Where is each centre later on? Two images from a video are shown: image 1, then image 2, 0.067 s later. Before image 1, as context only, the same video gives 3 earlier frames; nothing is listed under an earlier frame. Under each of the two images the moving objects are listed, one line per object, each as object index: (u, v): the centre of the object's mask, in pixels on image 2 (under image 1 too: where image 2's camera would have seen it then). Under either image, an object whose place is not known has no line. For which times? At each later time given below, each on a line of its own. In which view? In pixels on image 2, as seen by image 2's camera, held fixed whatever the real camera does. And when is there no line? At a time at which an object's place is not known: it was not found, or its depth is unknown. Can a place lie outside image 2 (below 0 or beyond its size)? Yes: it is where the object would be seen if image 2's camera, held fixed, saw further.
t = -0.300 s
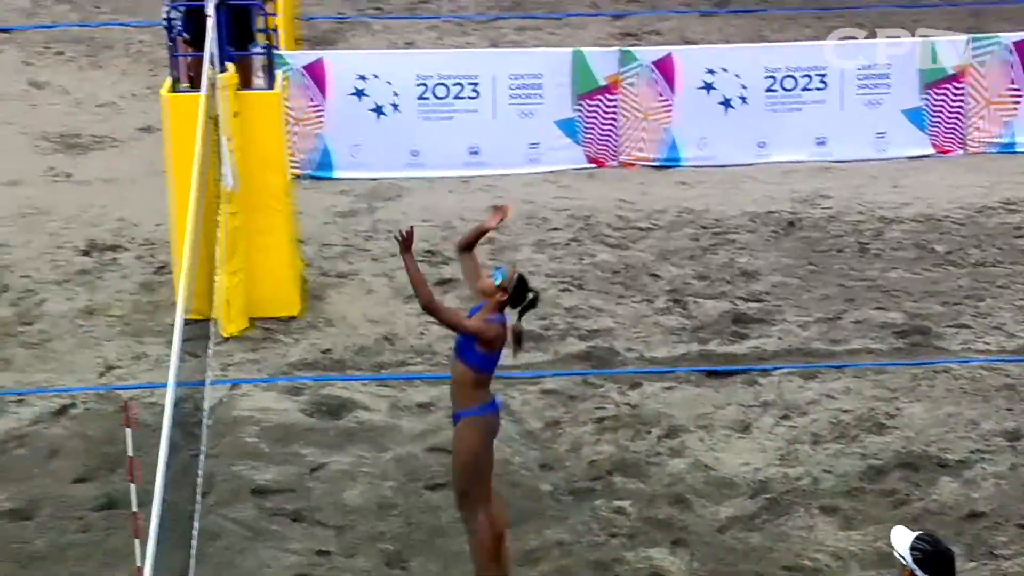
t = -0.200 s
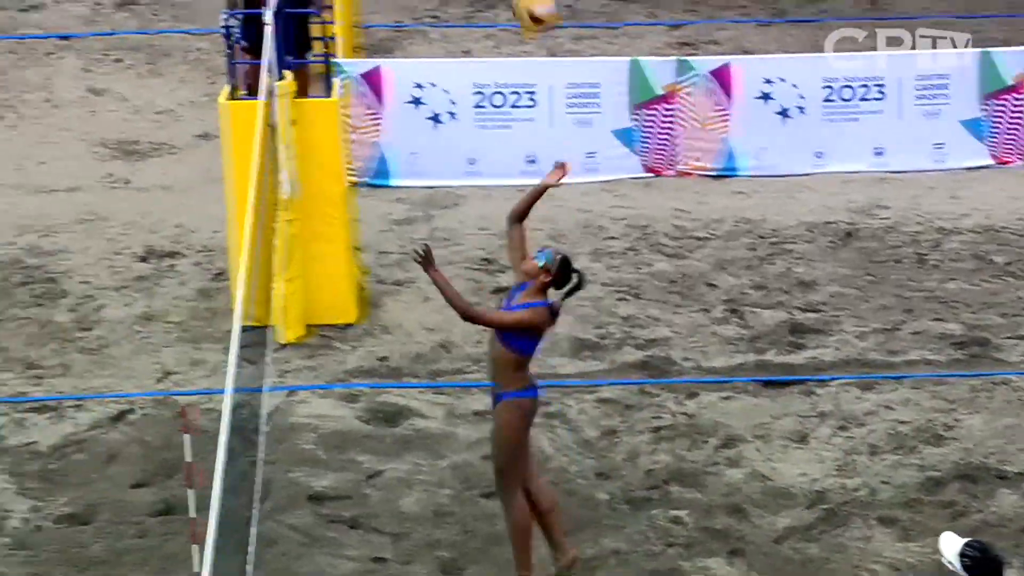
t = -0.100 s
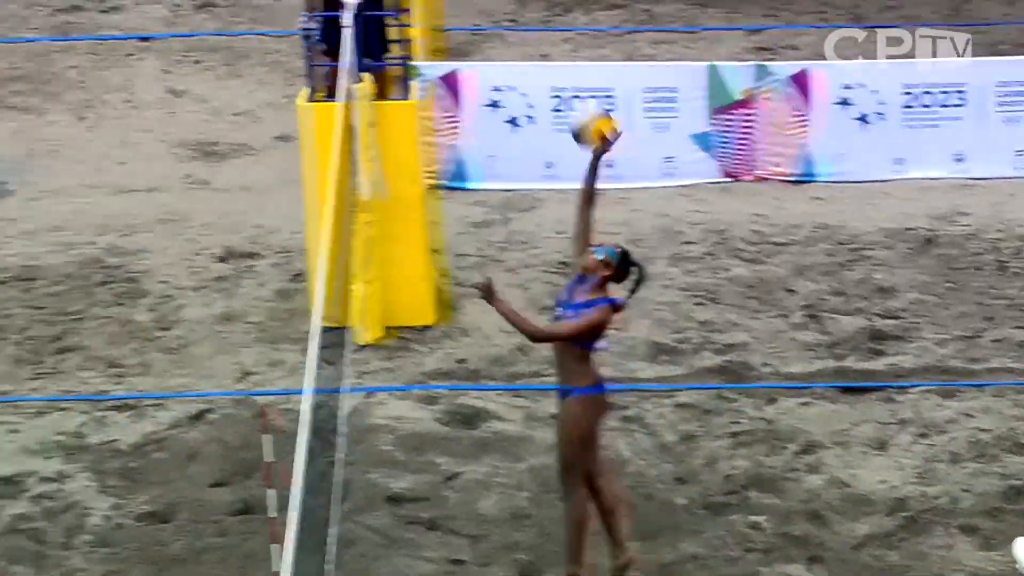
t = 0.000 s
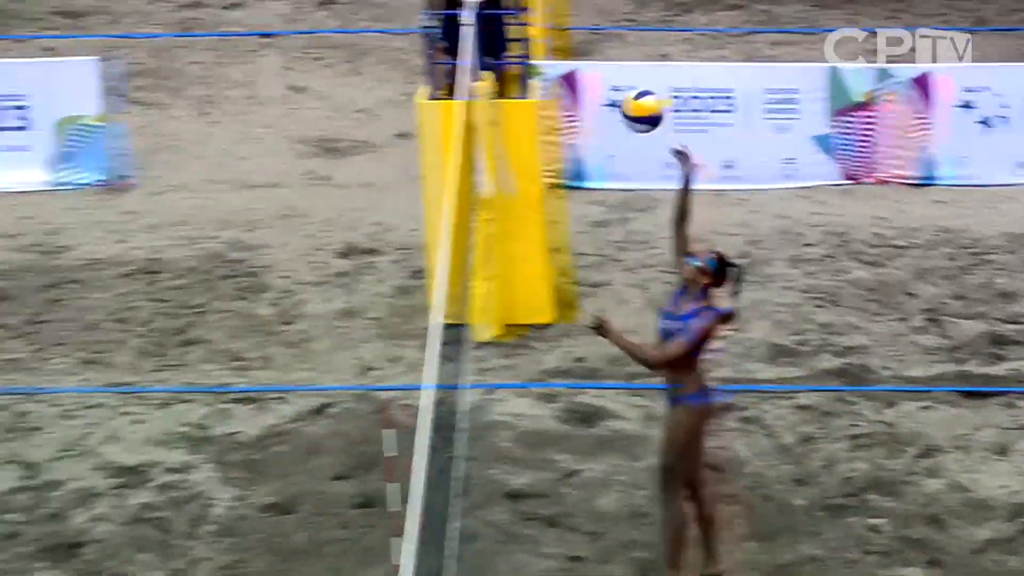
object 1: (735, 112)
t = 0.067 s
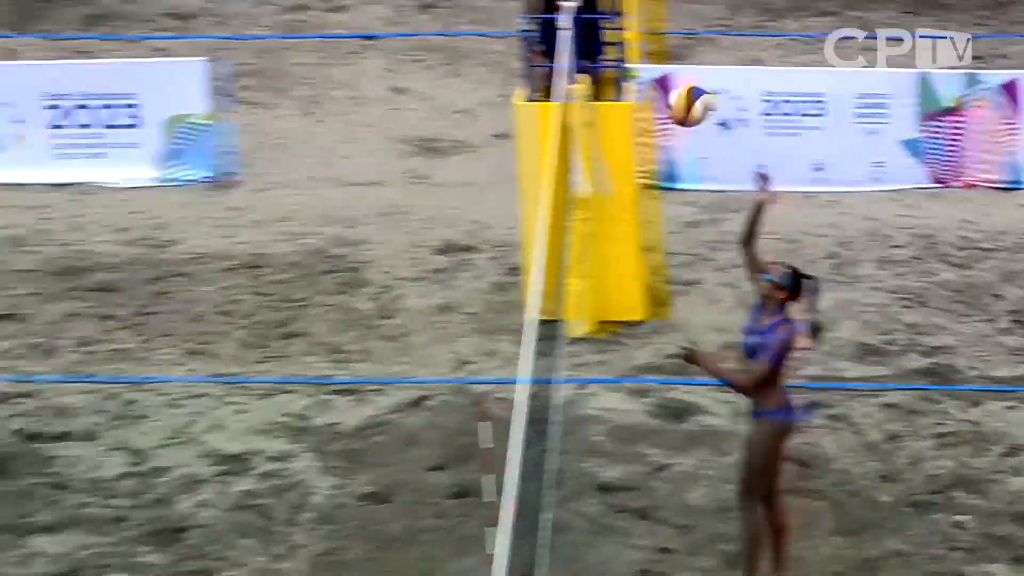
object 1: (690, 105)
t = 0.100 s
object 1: (664, 105)
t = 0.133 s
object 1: (642, 104)
